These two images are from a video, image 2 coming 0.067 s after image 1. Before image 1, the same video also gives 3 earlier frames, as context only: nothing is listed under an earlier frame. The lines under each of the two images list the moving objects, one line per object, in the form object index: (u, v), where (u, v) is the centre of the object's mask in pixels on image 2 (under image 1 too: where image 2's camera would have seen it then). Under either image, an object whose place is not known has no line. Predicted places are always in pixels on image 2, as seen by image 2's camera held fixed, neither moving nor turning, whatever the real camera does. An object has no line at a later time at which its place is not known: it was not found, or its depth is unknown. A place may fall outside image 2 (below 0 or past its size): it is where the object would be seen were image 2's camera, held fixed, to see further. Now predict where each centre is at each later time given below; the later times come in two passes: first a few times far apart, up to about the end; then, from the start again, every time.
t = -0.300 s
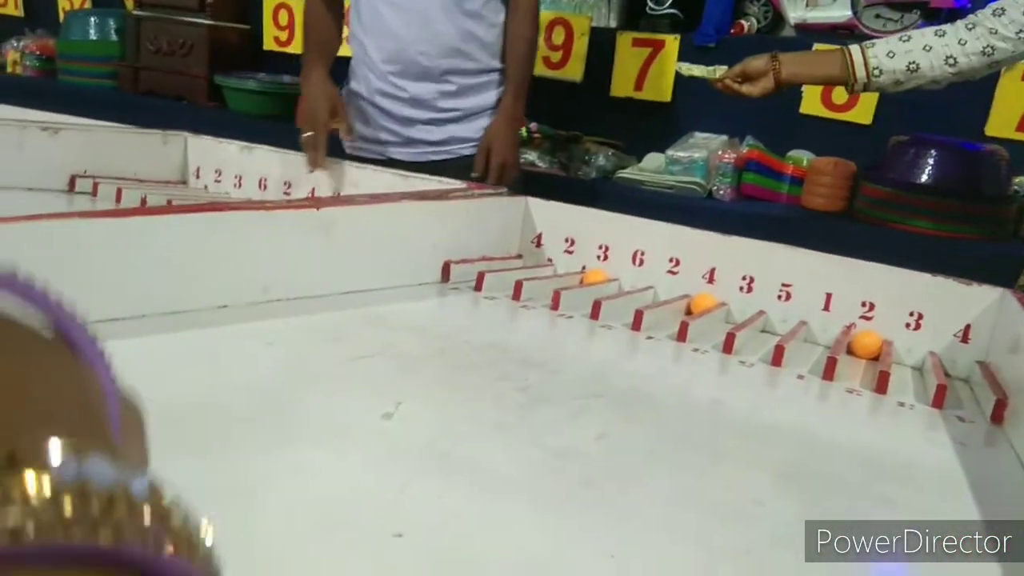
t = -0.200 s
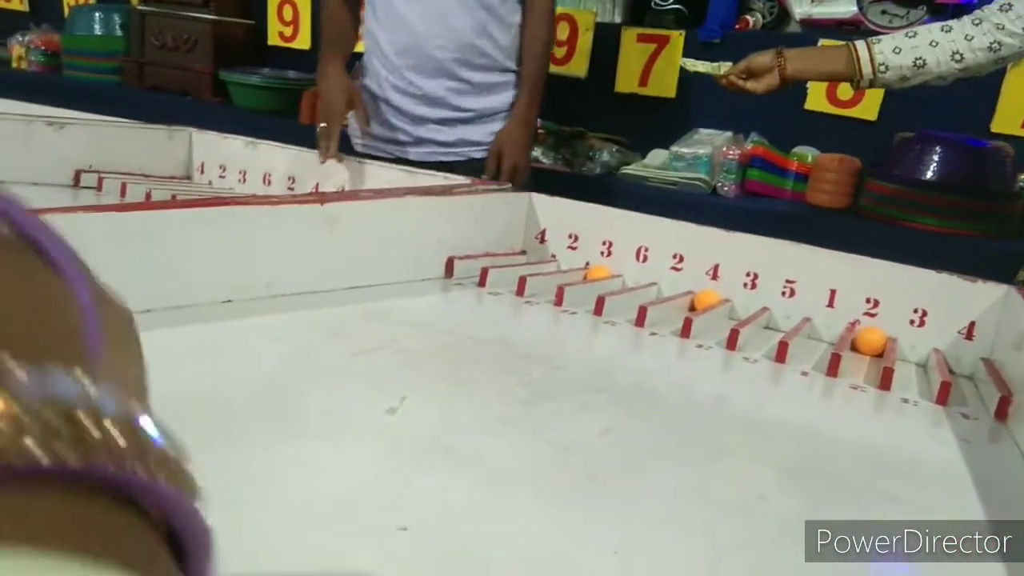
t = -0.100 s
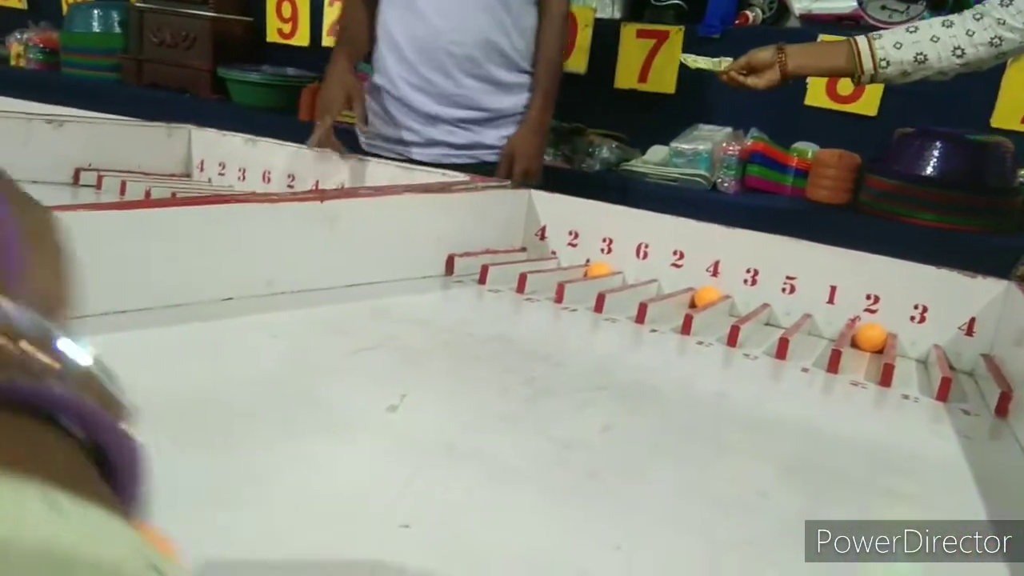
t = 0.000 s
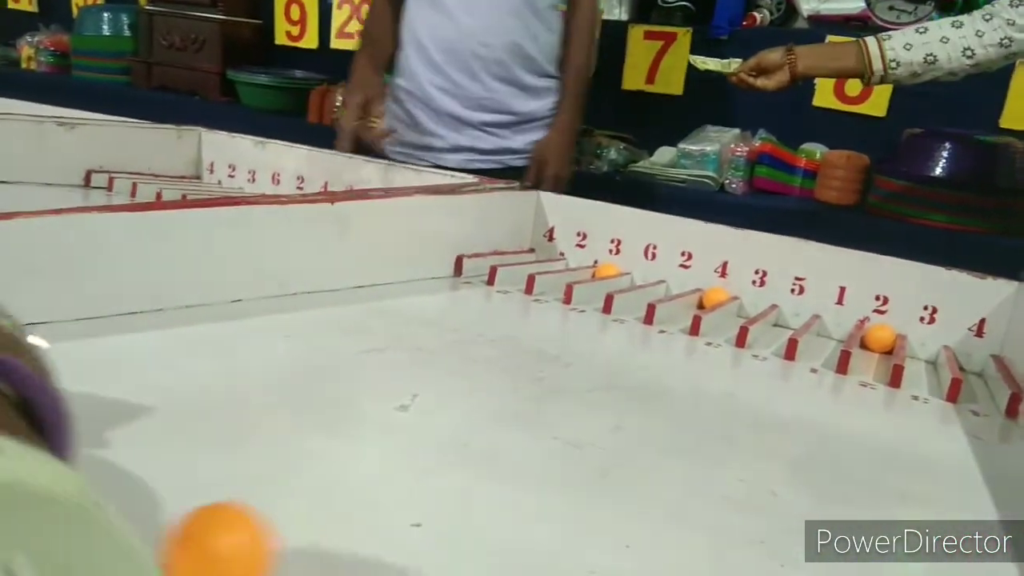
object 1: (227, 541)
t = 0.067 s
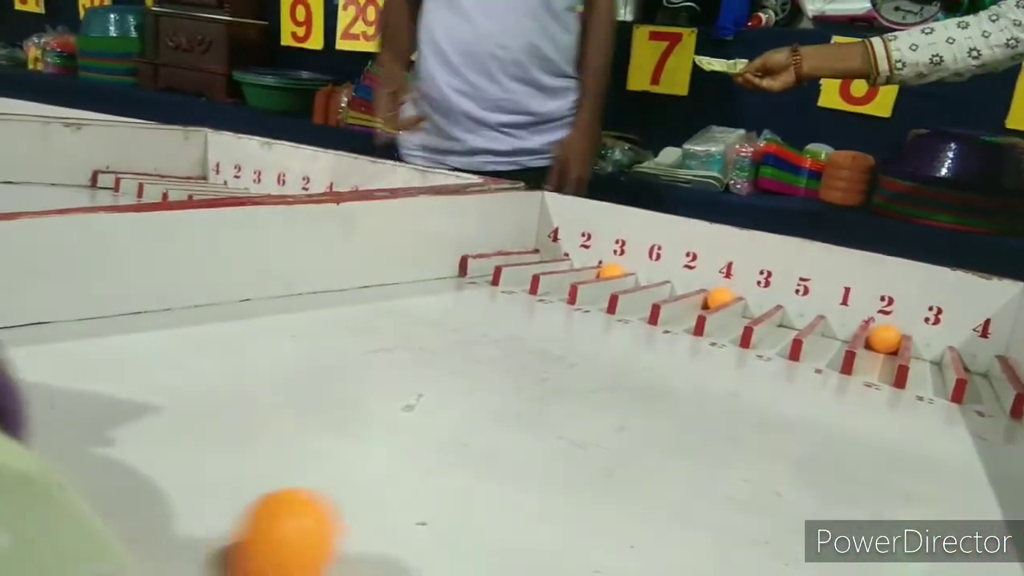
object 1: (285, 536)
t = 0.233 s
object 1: (439, 501)
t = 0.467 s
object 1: (622, 450)
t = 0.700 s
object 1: (760, 412)
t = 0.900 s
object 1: (844, 385)
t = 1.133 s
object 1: (807, 359)
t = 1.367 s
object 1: (683, 334)
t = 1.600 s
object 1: (623, 308)
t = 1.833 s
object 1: (566, 294)
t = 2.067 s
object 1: (524, 281)
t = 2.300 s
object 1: (497, 276)
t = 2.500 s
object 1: (493, 274)
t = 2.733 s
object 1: (481, 270)
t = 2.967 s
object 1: (486, 266)
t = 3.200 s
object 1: (514, 259)
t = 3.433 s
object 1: (545, 255)
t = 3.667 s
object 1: (532, 257)
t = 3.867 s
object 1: (534, 257)
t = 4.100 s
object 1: (548, 256)
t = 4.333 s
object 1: (548, 256)
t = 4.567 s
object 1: (549, 256)
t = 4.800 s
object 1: (550, 256)
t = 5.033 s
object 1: (550, 256)
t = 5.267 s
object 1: (550, 256)
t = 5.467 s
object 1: (550, 256)
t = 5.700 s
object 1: (551, 256)
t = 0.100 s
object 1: (314, 533)
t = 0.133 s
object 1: (349, 525)
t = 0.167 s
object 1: (381, 517)
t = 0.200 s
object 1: (409, 508)
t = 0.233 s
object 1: (439, 501)
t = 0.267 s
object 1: (467, 494)
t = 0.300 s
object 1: (495, 486)
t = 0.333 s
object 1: (522, 478)
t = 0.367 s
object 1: (550, 470)
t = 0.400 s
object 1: (575, 463)
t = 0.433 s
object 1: (598, 457)
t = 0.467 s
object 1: (622, 450)
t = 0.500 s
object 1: (644, 444)
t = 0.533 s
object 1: (667, 439)
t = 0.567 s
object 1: (687, 433)
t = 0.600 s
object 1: (706, 427)
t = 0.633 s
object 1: (724, 422)
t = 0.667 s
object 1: (743, 417)
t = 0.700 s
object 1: (760, 412)
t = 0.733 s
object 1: (775, 408)
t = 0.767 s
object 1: (791, 403)
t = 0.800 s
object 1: (806, 397)
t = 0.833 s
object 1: (820, 394)
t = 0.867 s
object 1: (833, 389)
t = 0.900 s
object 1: (844, 385)
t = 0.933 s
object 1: (856, 381)
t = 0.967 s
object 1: (867, 378)
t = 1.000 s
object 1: (878, 373)
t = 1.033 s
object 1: (883, 370)
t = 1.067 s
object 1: (857, 366)
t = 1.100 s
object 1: (832, 362)
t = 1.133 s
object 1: (807, 359)
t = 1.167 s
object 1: (783, 356)
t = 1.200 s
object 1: (761, 352)
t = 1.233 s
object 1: (742, 349)
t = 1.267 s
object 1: (722, 345)
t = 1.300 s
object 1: (706, 341)
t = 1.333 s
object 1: (693, 337)
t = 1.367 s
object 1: (683, 334)
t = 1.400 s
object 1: (672, 329)
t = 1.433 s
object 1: (664, 326)
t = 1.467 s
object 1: (654, 323)
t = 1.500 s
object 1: (646, 319)
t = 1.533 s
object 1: (638, 316)
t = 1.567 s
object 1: (630, 312)
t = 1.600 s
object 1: (623, 308)
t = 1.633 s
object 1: (617, 305)
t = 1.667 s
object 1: (611, 302)
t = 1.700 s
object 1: (601, 301)
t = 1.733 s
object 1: (591, 300)
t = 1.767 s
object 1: (582, 298)
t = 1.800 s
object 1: (573, 296)
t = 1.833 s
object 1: (566, 294)
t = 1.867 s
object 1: (560, 292)
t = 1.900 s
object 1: (553, 290)
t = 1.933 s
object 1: (546, 288)
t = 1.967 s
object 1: (540, 286)
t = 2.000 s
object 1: (535, 284)
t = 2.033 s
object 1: (529, 283)
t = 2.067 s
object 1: (524, 281)
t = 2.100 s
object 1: (517, 280)
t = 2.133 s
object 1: (512, 279)
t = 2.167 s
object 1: (507, 278)
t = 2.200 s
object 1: (504, 277)
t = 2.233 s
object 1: (501, 276)
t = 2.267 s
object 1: (499, 276)
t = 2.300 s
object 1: (497, 276)
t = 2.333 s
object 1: (496, 275)
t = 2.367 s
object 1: (496, 275)
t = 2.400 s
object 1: (496, 275)
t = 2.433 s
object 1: (496, 275)
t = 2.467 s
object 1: (495, 275)
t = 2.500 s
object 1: (493, 274)
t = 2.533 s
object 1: (492, 274)
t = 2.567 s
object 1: (489, 273)
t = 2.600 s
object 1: (488, 272)
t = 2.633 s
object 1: (485, 271)
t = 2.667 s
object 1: (483, 271)
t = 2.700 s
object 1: (482, 270)
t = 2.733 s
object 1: (481, 270)
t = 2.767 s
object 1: (480, 269)
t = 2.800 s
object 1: (480, 269)
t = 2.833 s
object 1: (480, 268)
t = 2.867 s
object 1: (480, 268)
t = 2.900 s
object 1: (482, 267)
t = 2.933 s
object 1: (484, 267)
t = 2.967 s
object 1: (486, 266)
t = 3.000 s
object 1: (488, 266)
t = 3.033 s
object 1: (491, 264)
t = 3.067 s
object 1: (495, 263)
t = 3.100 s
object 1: (499, 262)
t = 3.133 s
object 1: (502, 262)
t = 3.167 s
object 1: (509, 259)
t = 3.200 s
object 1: (514, 259)
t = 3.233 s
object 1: (518, 259)
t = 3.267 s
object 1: (521, 259)
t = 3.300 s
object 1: (527, 257)
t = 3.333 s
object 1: (531, 256)
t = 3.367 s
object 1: (535, 256)
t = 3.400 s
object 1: (543, 256)
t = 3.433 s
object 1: (545, 255)
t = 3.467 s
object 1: (541, 256)
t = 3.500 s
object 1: (538, 256)
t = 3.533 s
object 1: (536, 256)
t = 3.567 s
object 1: (534, 257)
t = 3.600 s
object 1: (533, 257)
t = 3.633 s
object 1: (532, 256)
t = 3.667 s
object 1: (532, 257)
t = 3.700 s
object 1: (532, 257)
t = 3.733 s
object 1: (531, 257)
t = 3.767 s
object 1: (532, 257)
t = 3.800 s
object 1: (533, 257)
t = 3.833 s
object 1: (534, 257)
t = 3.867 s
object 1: (534, 257)
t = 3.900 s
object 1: (536, 257)
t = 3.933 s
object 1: (537, 257)
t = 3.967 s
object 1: (538, 256)
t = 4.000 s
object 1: (543, 256)
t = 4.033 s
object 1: (546, 256)
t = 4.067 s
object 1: (547, 256)
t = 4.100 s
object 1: (548, 256)
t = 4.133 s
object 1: (548, 256)
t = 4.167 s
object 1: (548, 256)
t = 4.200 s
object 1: (548, 257)
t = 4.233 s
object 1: (548, 257)
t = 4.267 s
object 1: (548, 256)
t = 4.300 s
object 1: (547, 256)
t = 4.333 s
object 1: (548, 256)
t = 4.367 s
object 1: (550, 256)
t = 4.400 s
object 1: (549, 256)
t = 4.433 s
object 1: (549, 256)
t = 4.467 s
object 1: (549, 256)
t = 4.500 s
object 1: (550, 256)
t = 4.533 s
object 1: (550, 256)
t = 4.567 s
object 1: (549, 256)
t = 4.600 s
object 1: (550, 256)
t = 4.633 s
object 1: (550, 256)
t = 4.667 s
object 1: (550, 256)
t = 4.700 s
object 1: (549, 256)
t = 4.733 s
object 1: (549, 256)
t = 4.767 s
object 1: (550, 256)
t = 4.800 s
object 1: (550, 256)
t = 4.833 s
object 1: (550, 256)
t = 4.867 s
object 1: (550, 256)
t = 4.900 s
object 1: (550, 256)
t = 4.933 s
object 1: (550, 256)
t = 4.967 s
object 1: (550, 256)
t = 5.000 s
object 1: (550, 256)
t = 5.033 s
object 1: (550, 256)
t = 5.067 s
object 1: (550, 256)
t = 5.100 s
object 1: (550, 256)
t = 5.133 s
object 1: (550, 256)
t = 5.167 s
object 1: (550, 256)
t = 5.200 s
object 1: (550, 256)
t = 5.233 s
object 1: (551, 256)
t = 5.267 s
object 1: (550, 256)
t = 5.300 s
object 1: (550, 256)
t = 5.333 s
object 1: (550, 256)
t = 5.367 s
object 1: (551, 256)
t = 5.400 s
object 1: (551, 256)
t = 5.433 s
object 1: (551, 256)
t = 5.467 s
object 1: (550, 256)
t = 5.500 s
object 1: (551, 256)
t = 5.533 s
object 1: (550, 256)
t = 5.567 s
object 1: (550, 256)
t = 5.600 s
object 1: (551, 256)
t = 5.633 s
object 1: (551, 256)
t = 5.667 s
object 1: (551, 257)
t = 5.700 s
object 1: (551, 256)
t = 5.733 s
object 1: (551, 257)
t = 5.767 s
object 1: (551, 256)
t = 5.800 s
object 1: (551, 256)
